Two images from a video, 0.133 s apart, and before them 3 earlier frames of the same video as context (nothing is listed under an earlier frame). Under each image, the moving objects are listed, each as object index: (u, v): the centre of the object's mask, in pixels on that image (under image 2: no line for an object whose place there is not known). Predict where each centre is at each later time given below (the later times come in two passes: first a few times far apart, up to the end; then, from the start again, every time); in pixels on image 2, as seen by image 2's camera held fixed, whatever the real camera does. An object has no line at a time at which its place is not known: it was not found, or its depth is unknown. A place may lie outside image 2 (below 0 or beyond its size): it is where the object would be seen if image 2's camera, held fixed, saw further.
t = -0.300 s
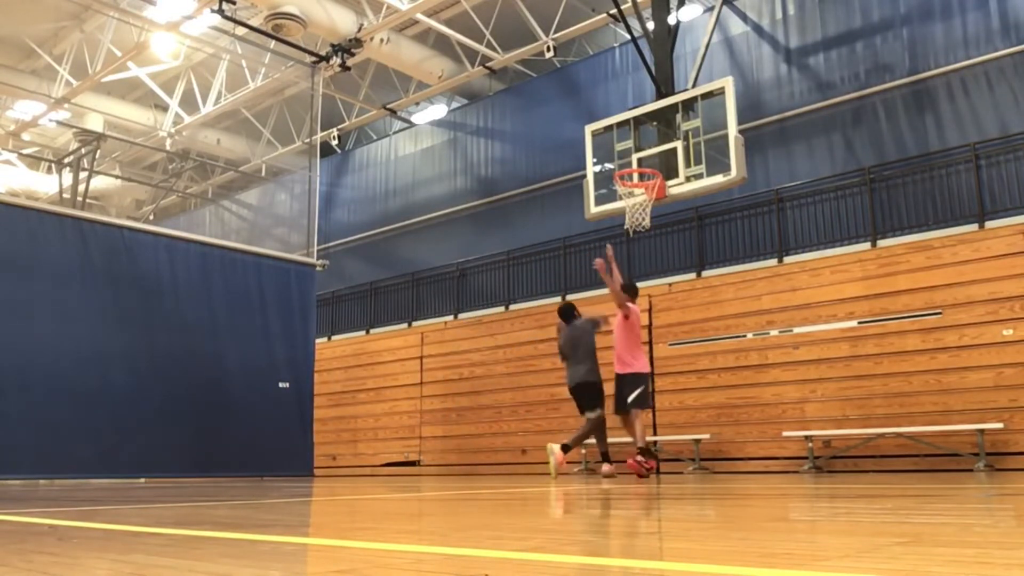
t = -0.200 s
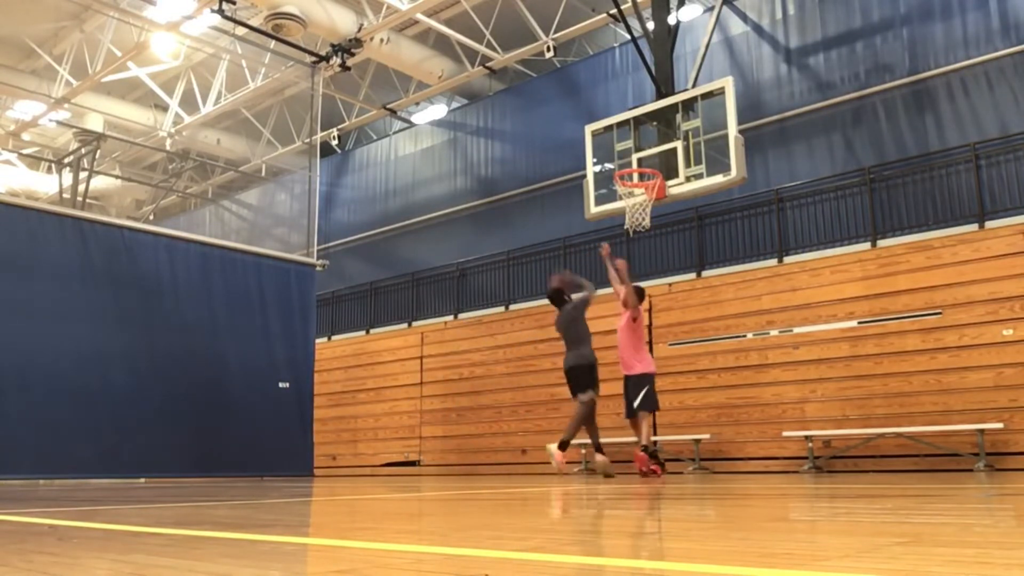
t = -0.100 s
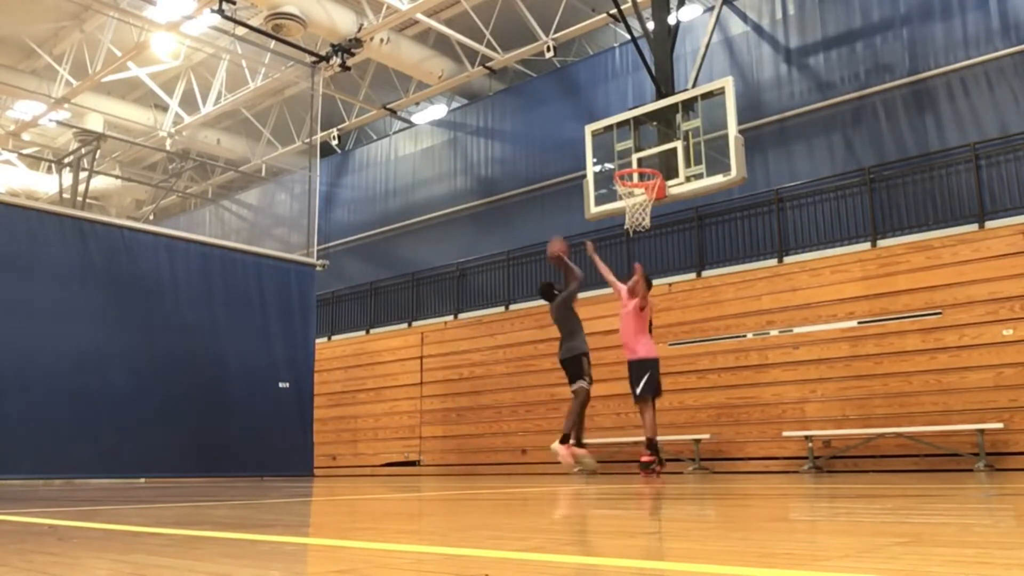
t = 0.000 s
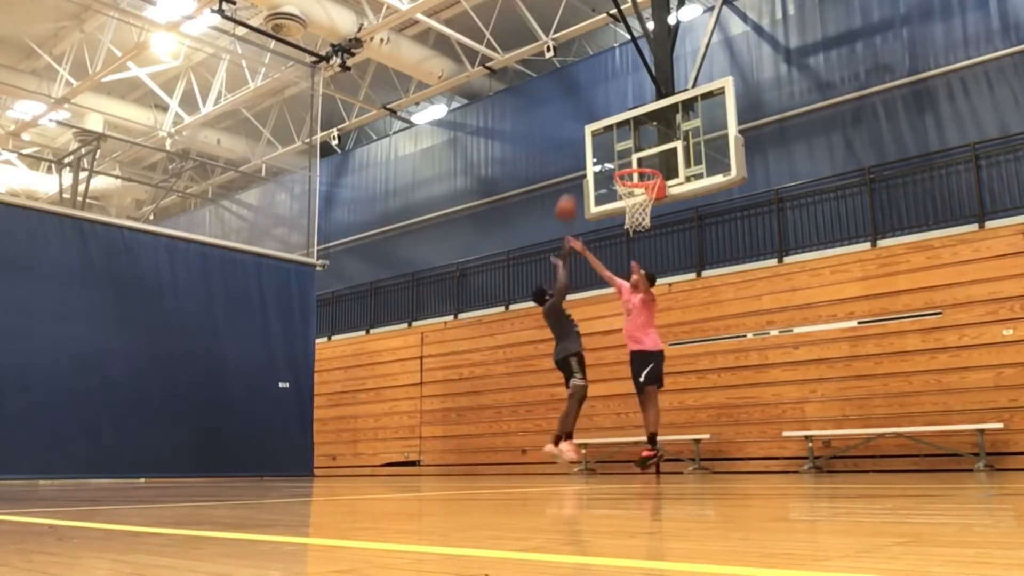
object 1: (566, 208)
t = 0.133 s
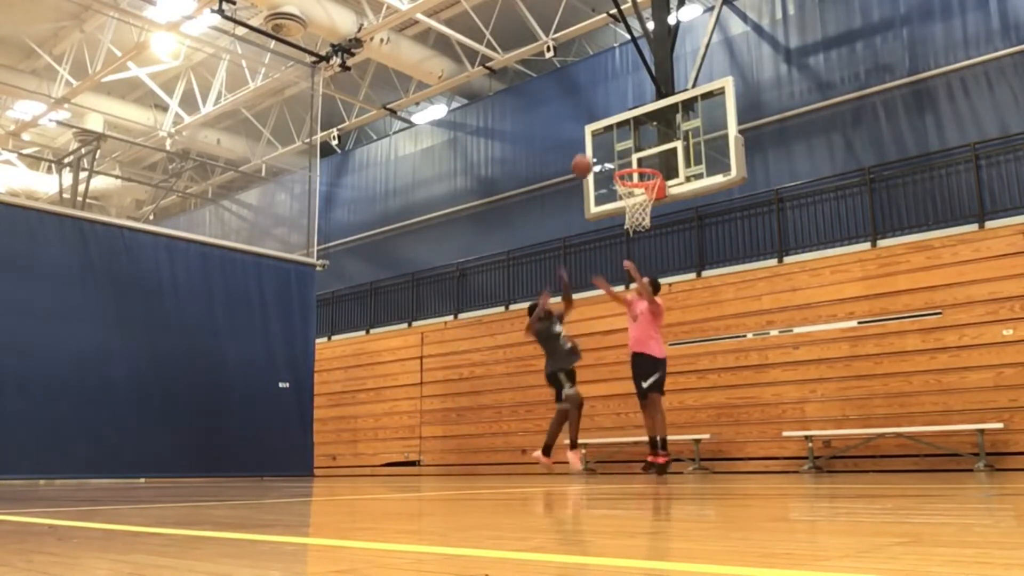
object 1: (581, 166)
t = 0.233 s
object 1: (593, 144)
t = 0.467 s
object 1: (618, 131)
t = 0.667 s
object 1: (616, 150)
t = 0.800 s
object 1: (608, 169)
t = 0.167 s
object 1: (585, 157)
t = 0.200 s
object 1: (589, 150)
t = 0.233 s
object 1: (593, 144)
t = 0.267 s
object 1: (597, 140)
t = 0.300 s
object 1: (601, 137)
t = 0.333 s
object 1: (605, 133)
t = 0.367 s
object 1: (608, 131)
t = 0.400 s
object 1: (612, 130)
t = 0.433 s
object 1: (616, 130)
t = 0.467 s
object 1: (618, 131)
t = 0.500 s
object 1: (618, 132)
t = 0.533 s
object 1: (618, 133)
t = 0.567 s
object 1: (617, 135)
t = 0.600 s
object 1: (617, 139)
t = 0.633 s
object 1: (616, 144)
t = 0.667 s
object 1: (616, 150)
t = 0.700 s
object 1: (616, 158)
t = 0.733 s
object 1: (614, 165)
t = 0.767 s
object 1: (612, 170)
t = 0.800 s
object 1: (608, 169)
